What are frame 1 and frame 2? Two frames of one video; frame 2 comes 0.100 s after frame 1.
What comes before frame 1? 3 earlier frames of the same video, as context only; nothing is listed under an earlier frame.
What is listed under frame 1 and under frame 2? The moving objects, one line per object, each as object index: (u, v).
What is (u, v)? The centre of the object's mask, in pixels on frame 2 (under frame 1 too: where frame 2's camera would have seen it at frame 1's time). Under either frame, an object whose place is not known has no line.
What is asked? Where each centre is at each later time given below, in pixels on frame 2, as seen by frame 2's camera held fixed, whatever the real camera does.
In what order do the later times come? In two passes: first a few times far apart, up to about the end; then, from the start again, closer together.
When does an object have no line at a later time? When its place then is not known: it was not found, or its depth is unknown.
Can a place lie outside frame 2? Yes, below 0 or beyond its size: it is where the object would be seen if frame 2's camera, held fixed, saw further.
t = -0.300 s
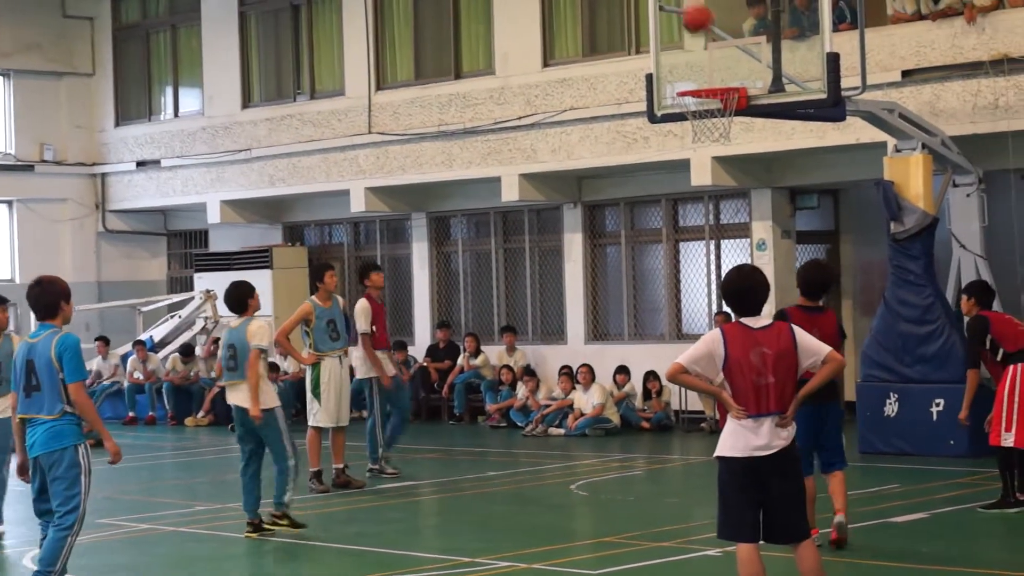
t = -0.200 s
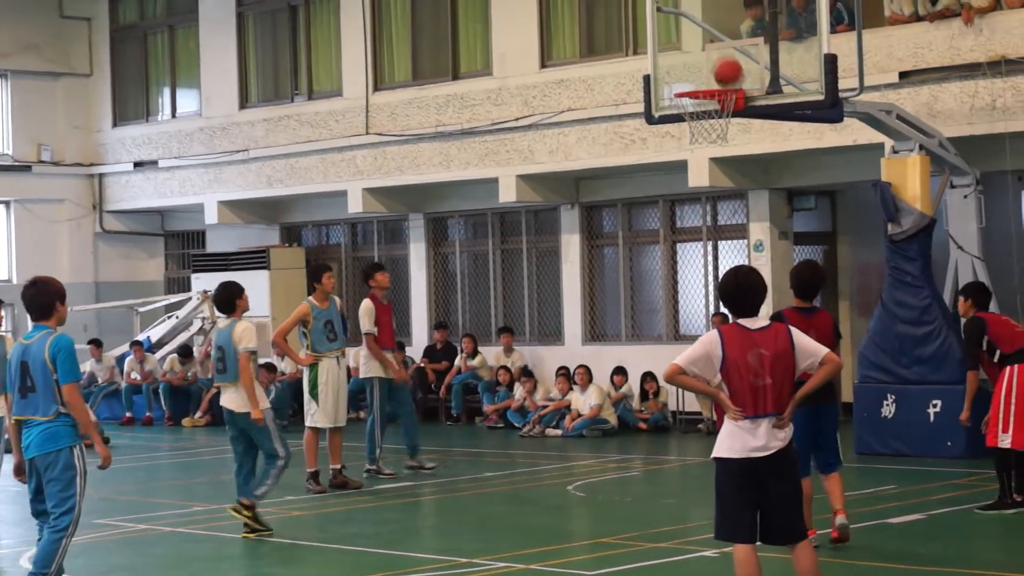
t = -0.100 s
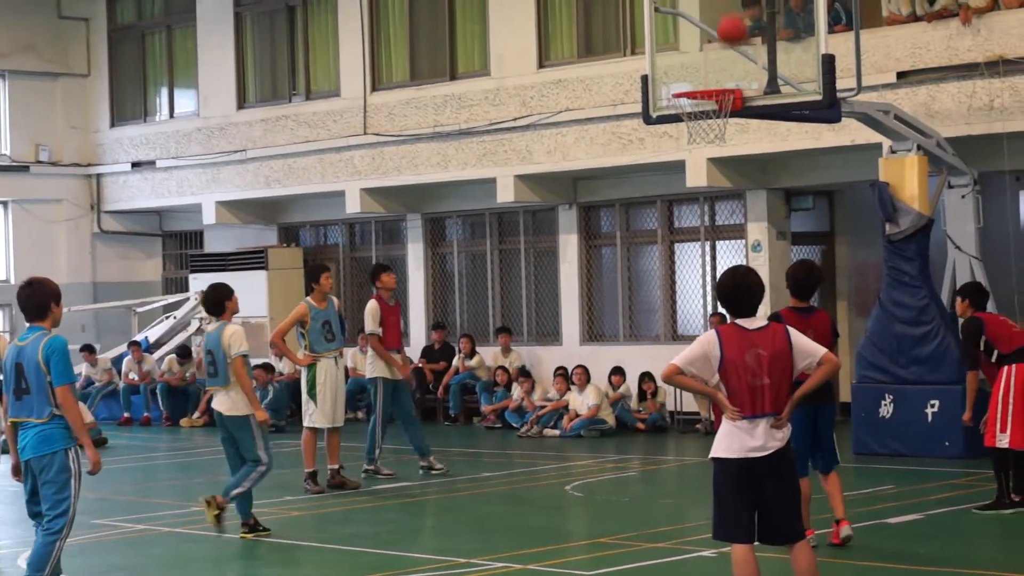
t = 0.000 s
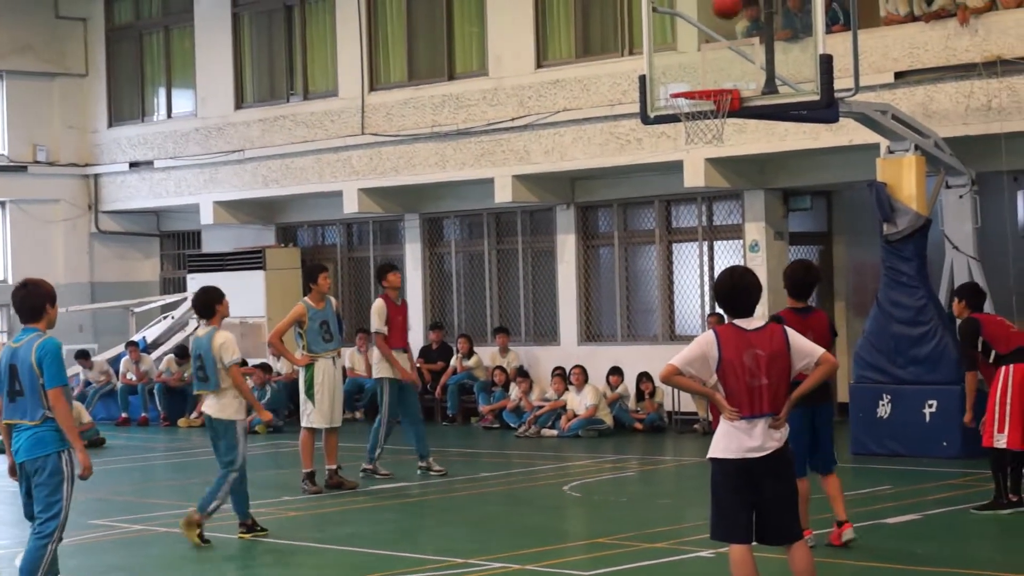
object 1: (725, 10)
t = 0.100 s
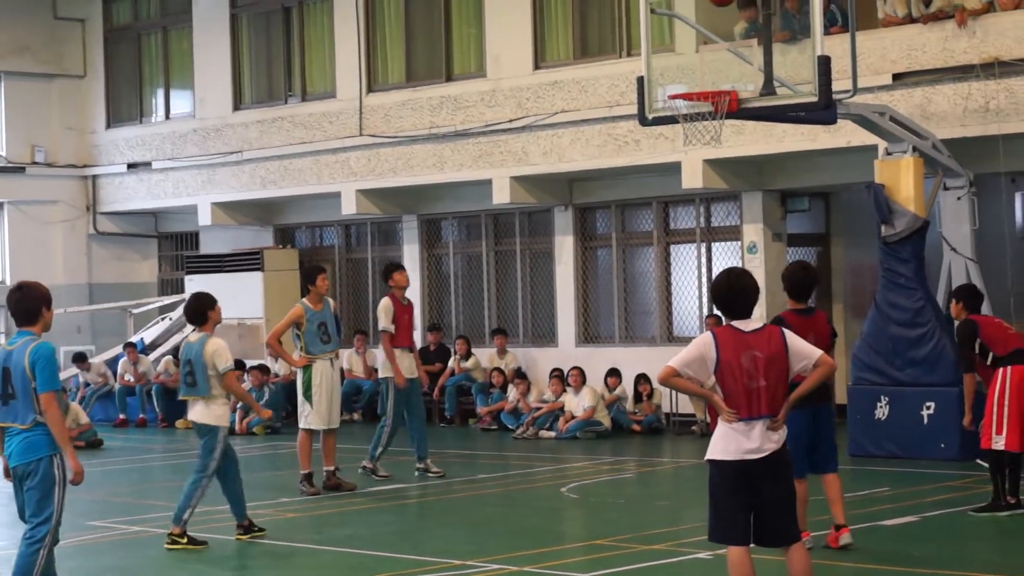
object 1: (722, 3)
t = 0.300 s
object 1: (718, 6)
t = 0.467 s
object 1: (715, 46)
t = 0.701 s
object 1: (708, 44)
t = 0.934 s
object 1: (698, 50)
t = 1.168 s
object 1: (682, 105)
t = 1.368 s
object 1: (661, 184)
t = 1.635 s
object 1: (639, 373)
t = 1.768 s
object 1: (628, 449)
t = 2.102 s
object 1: (583, 254)
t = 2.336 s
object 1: (551, 194)
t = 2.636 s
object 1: (517, 214)
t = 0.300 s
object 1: (718, 6)
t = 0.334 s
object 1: (718, 10)
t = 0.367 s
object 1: (717, 14)
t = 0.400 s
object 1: (717, 23)
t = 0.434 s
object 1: (716, 33)
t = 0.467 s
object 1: (715, 46)
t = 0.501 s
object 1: (715, 59)
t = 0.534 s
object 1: (715, 74)
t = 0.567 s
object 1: (714, 70)
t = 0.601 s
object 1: (712, 62)
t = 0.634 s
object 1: (711, 54)
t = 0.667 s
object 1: (709, 48)
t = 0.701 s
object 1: (708, 44)
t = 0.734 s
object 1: (706, 40)
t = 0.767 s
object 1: (705, 39)
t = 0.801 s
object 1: (703, 38)
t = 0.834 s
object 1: (702, 39)
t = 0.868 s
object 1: (701, 41)
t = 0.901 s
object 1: (700, 45)
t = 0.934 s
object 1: (698, 50)
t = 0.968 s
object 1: (697, 56)
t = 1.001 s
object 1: (696, 64)
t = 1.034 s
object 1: (695, 73)
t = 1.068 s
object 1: (693, 80)
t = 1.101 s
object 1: (689, 83)
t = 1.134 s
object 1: (685, 92)
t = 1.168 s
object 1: (682, 105)
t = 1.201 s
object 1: (678, 113)
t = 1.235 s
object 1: (673, 126)
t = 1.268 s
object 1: (672, 138)
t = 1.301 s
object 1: (668, 152)
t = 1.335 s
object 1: (664, 168)
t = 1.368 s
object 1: (661, 184)
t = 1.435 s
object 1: (655, 221)
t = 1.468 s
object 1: (652, 242)
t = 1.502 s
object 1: (649, 266)
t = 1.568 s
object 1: (644, 314)
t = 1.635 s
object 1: (639, 373)
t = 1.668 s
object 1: (638, 398)
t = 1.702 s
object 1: (634, 431)
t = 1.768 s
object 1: (628, 449)
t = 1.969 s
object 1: (600, 316)
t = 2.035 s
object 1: (592, 283)
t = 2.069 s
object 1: (587, 268)
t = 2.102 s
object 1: (583, 254)
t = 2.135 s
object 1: (578, 241)
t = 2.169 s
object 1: (574, 230)
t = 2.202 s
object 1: (570, 221)
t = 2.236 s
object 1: (564, 212)
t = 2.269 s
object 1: (559, 205)
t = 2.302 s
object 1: (555, 198)
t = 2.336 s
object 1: (551, 194)
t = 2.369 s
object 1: (547, 191)
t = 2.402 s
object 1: (542, 189)
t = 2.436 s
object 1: (538, 189)
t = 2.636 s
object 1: (517, 214)
